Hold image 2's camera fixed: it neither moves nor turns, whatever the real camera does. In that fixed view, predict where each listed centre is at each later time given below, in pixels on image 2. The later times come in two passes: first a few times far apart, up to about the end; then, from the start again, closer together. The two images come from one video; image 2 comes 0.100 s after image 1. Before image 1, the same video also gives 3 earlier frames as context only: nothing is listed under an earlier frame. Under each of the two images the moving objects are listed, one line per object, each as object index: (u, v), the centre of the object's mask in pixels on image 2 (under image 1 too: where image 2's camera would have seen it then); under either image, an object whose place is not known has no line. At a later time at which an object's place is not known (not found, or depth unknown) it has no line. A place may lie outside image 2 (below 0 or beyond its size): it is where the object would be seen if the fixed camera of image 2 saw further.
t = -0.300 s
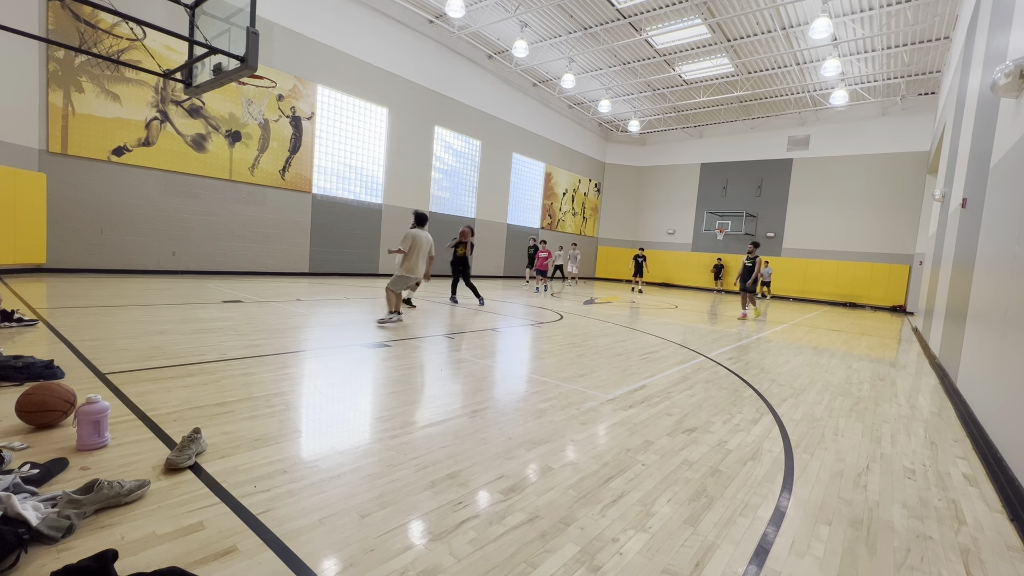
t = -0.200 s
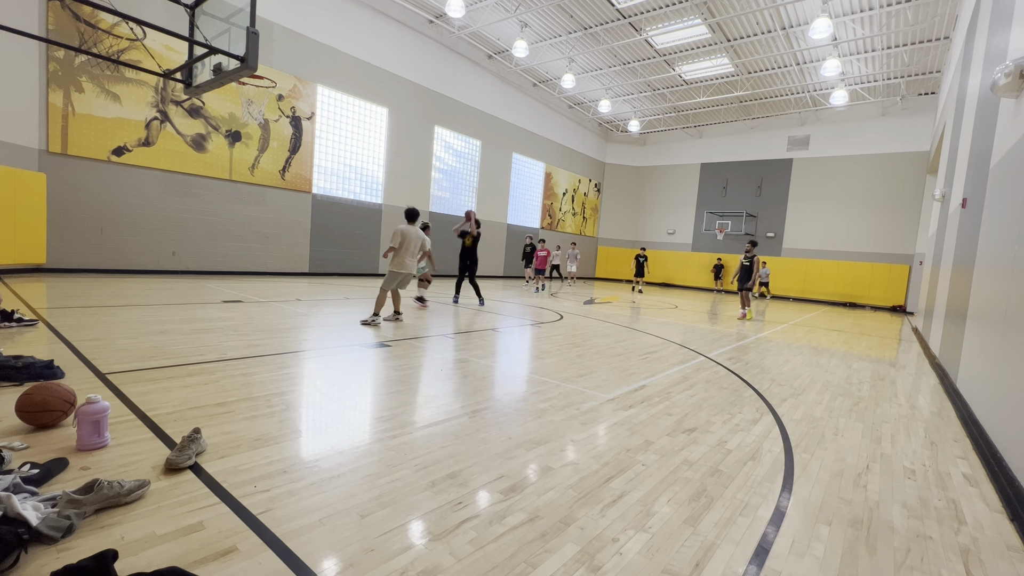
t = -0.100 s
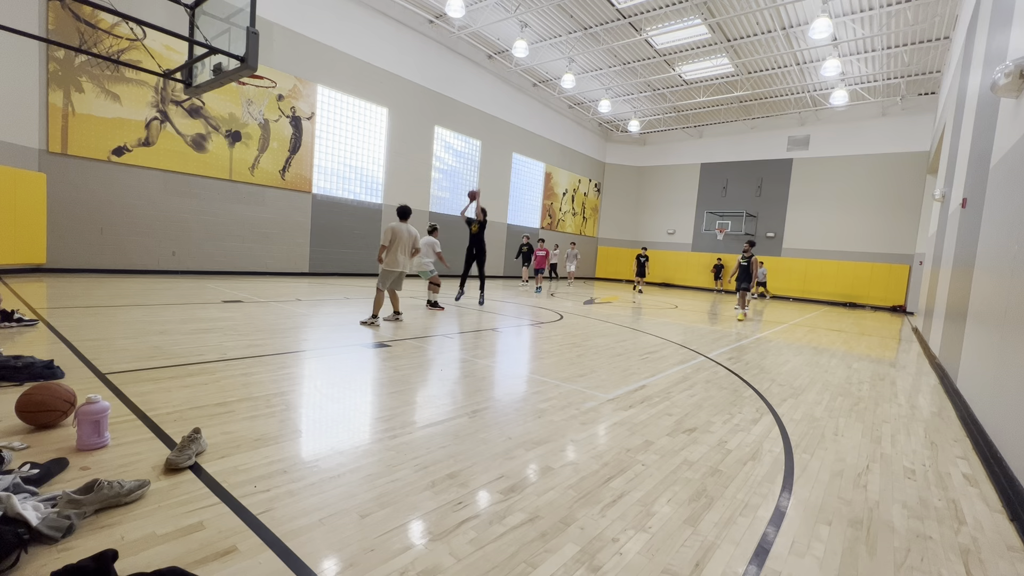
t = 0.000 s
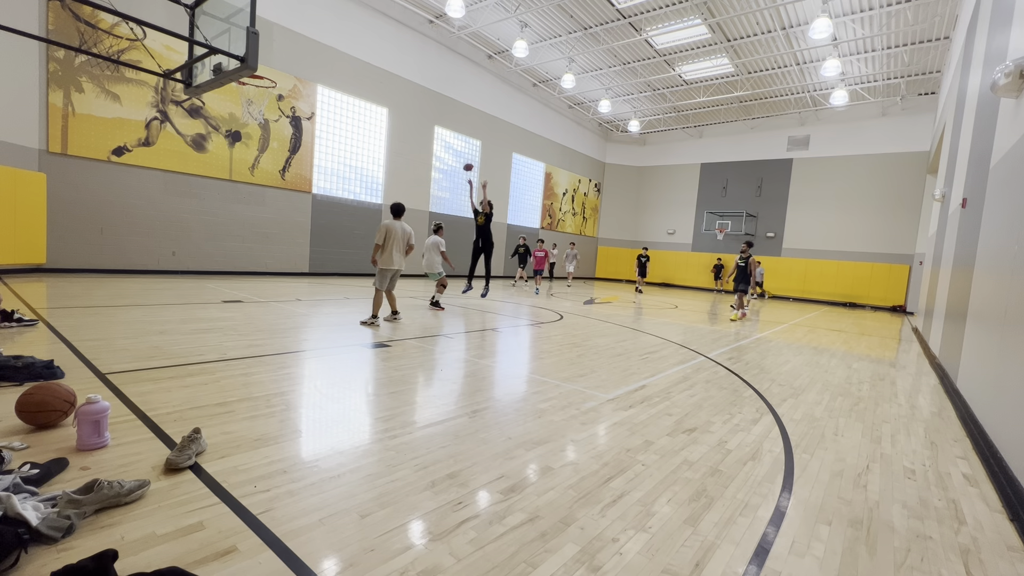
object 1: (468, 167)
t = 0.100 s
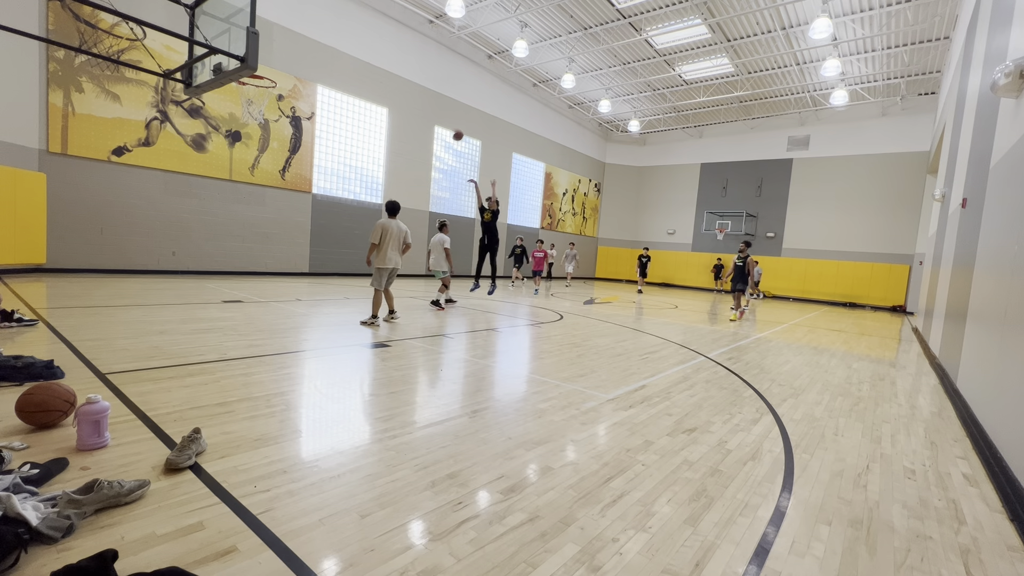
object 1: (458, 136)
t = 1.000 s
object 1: (297, 61)
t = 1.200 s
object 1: (289, 62)
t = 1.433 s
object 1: (307, 63)
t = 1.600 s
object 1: (319, 88)
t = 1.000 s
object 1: (297, 61)
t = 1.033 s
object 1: (288, 68)
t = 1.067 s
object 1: (280, 77)
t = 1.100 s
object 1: (281, 74)
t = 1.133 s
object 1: (283, 69)
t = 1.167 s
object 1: (286, 65)
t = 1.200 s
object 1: (289, 62)
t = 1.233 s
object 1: (292, 59)
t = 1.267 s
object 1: (294, 58)
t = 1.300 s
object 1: (297, 57)
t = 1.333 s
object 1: (300, 57)
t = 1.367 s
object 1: (302, 58)
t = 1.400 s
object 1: (305, 60)
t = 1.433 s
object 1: (307, 63)
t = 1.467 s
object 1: (310, 66)
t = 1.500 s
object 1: (312, 70)
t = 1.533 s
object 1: (314, 75)
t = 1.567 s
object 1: (317, 81)
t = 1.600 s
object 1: (319, 88)
